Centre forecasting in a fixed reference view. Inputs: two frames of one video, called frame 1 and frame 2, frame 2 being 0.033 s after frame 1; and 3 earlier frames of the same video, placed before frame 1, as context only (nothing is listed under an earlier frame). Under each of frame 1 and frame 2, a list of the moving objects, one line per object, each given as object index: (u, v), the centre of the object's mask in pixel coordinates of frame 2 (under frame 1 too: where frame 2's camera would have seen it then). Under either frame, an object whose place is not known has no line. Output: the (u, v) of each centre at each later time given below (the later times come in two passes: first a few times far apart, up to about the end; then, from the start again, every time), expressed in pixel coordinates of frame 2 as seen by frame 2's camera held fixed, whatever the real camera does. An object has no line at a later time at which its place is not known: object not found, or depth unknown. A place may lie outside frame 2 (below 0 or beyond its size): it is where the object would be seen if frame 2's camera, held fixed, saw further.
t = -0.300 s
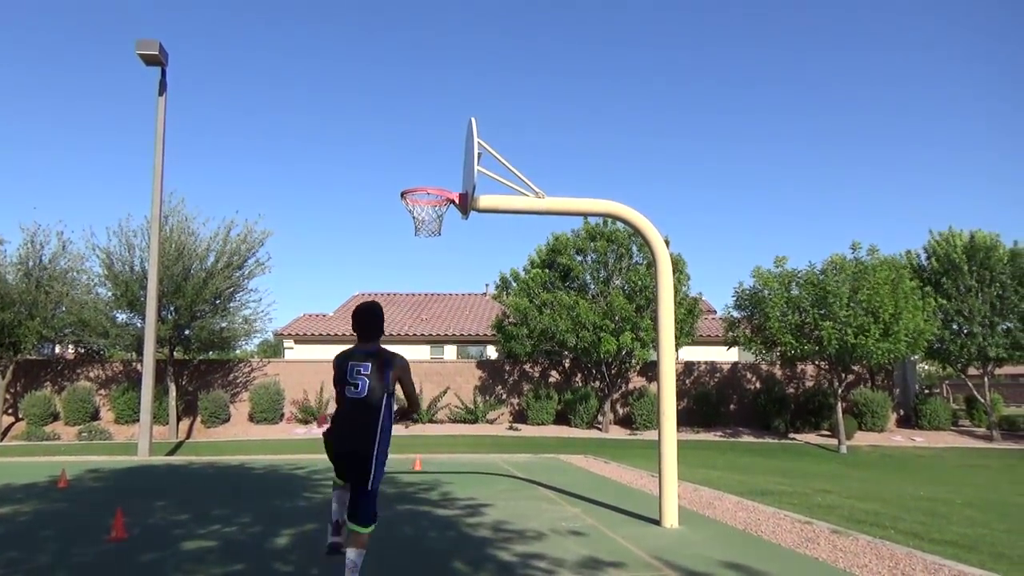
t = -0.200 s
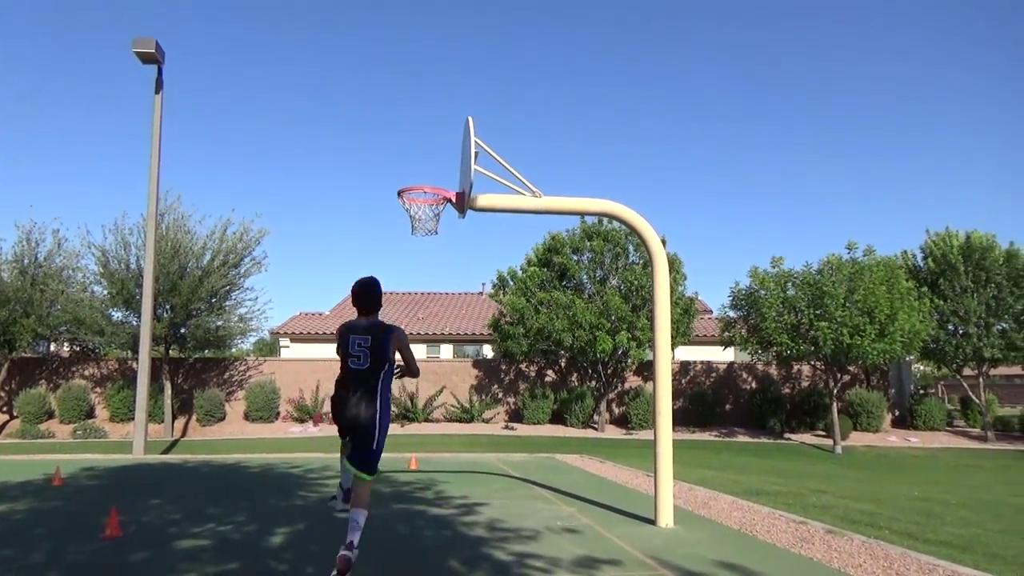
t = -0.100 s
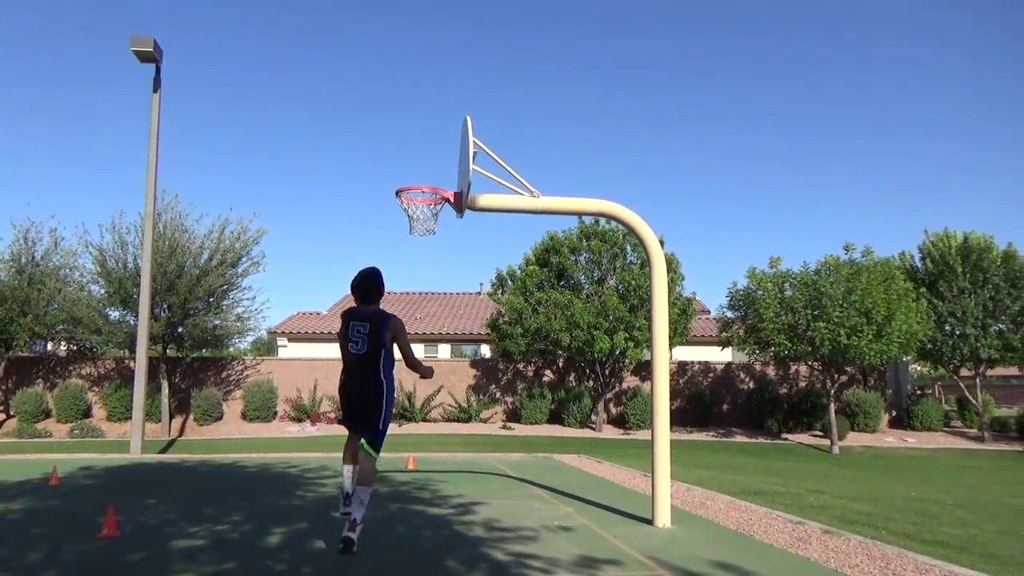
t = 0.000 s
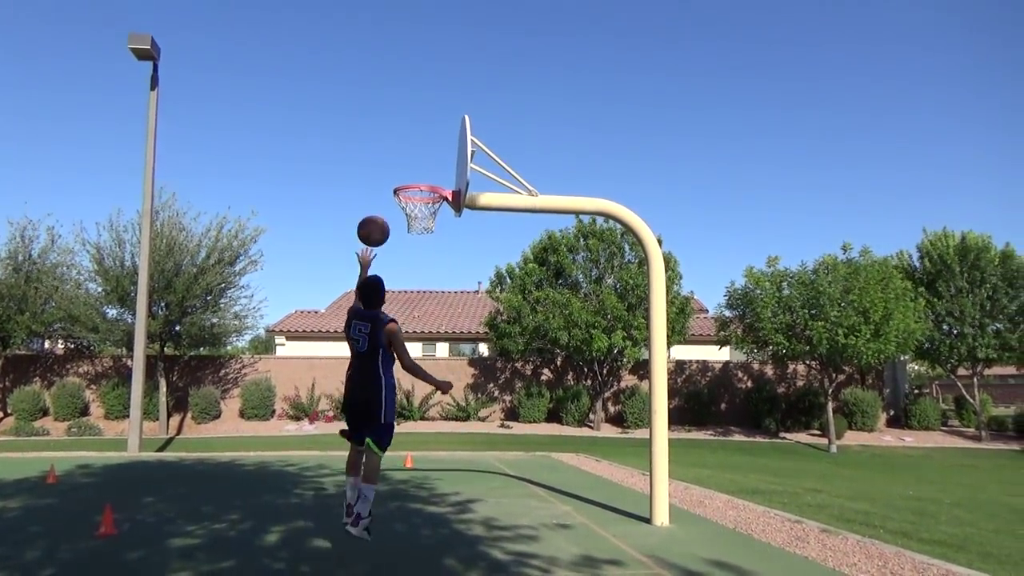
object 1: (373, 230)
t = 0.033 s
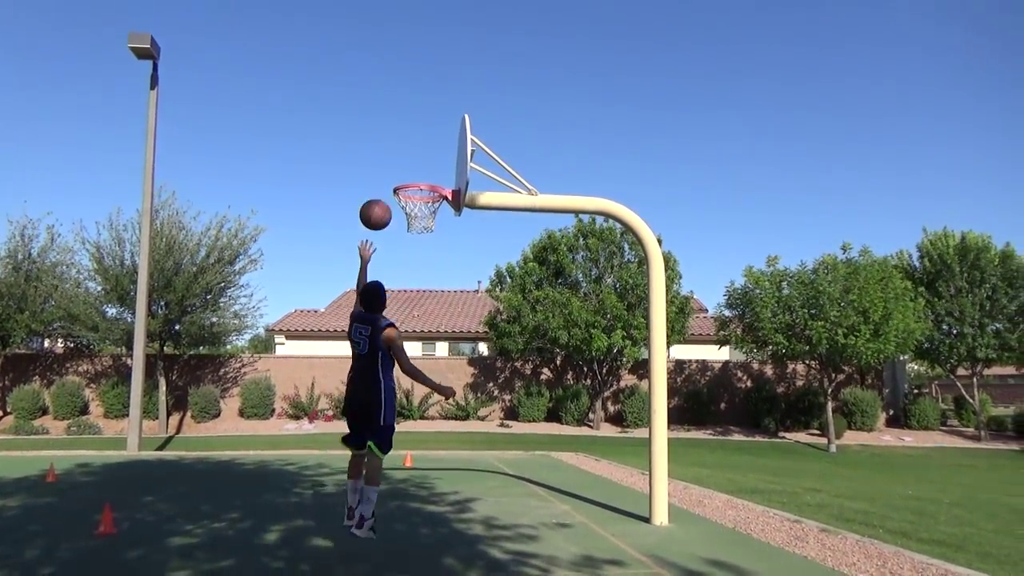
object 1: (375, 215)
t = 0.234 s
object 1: (388, 155)
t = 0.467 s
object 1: (399, 149)
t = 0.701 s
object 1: (399, 160)
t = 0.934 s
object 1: (384, 161)
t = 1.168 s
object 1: (366, 222)
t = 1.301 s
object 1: (355, 287)
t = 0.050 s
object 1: (376, 207)
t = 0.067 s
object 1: (377, 201)
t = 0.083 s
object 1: (379, 194)
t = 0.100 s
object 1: (380, 188)
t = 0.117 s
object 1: (381, 183)
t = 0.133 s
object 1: (382, 178)
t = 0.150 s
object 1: (383, 173)
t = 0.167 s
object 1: (383, 169)
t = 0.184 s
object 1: (385, 165)
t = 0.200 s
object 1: (386, 161)
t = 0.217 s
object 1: (387, 158)
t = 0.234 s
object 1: (388, 155)
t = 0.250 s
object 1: (388, 152)
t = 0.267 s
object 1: (389, 150)
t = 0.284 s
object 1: (390, 149)
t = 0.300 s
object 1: (391, 147)
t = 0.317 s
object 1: (392, 145)
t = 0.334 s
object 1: (393, 145)
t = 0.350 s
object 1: (393, 144)
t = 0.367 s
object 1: (394, 144)
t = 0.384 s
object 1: (395, 144)
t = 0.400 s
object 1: (396, 144)
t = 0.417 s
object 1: (397, 145)
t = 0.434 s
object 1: (397, 146)
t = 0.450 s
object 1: (398, 147)
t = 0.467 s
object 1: (399, 149)
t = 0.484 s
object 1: (399, 150)
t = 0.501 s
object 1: (400, 152)
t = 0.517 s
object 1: (401, 155)
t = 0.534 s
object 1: (401, 157)
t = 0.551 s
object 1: (402, 160)
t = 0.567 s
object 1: (403, 163)
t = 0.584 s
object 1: (404, 167)
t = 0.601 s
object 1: (404, 171)
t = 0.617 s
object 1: (404, 173)
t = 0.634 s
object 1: (403, 170)
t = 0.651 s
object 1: (403, 166)
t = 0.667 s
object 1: (401, 164)
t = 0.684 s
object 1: (400, 162)
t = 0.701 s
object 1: (399, 160)
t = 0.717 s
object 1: (398, 158)
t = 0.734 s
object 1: (397, 156)
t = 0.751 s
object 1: (396, 155)
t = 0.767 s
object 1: (395, 154)
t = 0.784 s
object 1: (395, 153)
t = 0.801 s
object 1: (393, 153)
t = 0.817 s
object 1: (392, 153)
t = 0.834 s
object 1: (391, 153)
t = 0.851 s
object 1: (390, 154)
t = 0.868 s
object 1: (389, 154)
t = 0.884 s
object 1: (388, 156)
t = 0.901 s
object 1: (387, 157)
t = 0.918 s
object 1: (386, 159)
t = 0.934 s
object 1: (384, 161)
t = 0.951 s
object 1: (383, 163)
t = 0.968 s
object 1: (382, 166)
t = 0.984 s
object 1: (381, 169)
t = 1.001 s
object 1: (380, 172)
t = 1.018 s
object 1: (378, 176)
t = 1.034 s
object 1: (376, 180)
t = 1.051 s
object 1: (375, 184)
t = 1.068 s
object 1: (374, 188)
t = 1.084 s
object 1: (373, 193)
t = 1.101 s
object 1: (372, 198)
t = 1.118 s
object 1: (370, 204)
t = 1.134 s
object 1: (369, 210)
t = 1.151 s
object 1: (367, 216)
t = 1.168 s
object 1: (366, 222)
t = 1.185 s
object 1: (365, 229)
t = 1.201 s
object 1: (364, 237)
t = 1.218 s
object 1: (362, 244)
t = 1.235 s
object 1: (361, 252)
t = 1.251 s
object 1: (359, 260)
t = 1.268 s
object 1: (358, 269)
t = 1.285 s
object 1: (357, 278)
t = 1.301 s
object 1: (355, 287)
